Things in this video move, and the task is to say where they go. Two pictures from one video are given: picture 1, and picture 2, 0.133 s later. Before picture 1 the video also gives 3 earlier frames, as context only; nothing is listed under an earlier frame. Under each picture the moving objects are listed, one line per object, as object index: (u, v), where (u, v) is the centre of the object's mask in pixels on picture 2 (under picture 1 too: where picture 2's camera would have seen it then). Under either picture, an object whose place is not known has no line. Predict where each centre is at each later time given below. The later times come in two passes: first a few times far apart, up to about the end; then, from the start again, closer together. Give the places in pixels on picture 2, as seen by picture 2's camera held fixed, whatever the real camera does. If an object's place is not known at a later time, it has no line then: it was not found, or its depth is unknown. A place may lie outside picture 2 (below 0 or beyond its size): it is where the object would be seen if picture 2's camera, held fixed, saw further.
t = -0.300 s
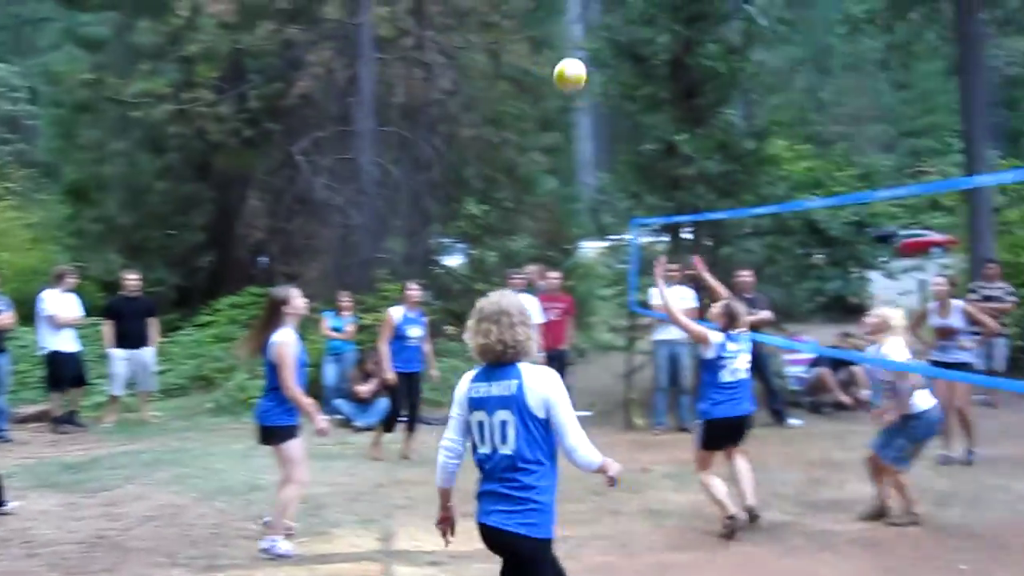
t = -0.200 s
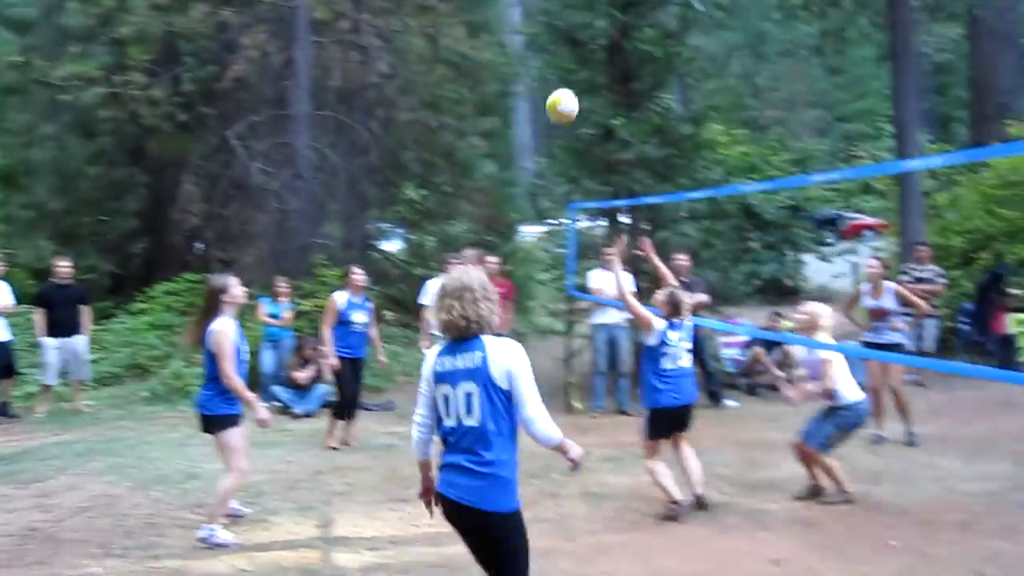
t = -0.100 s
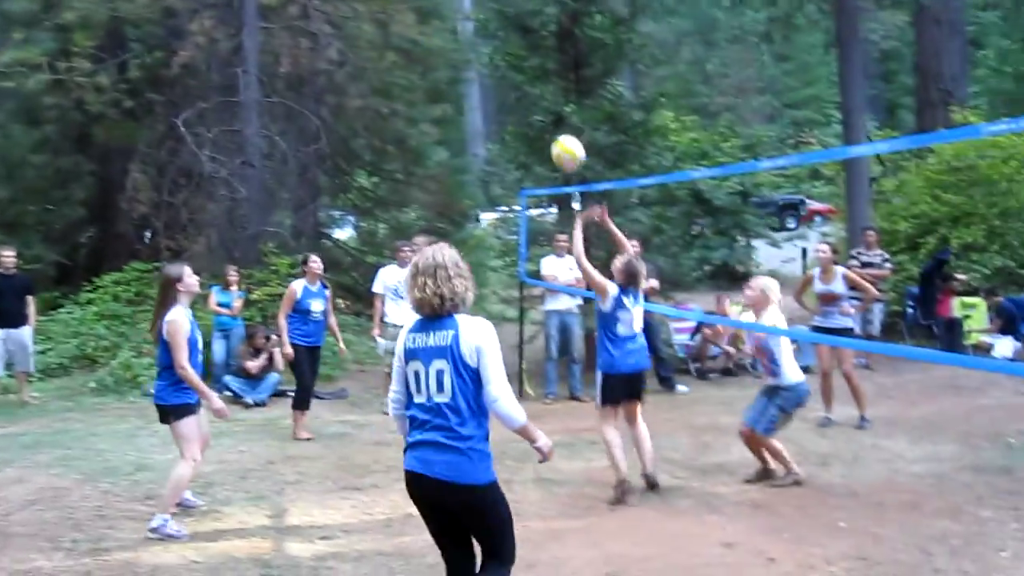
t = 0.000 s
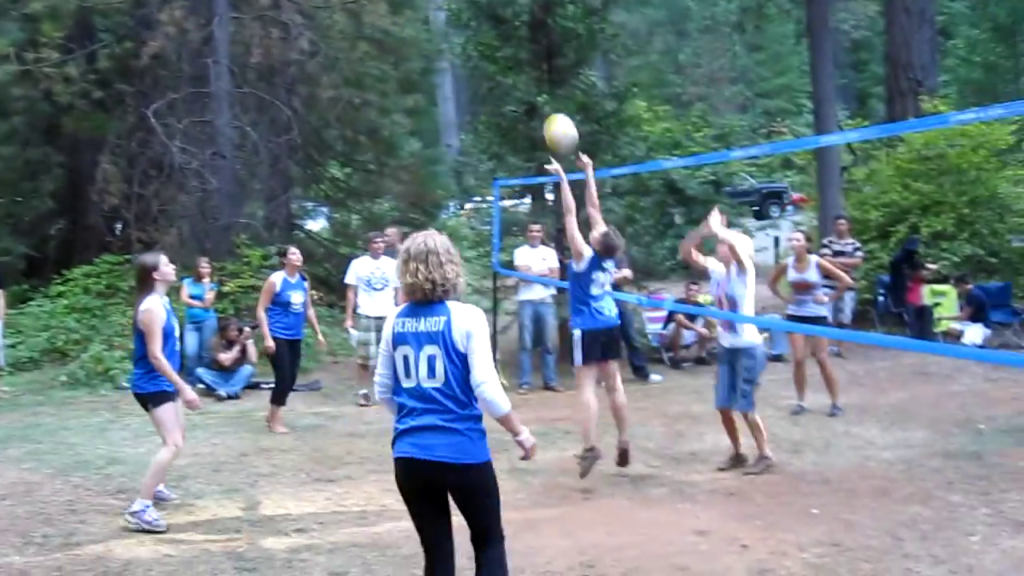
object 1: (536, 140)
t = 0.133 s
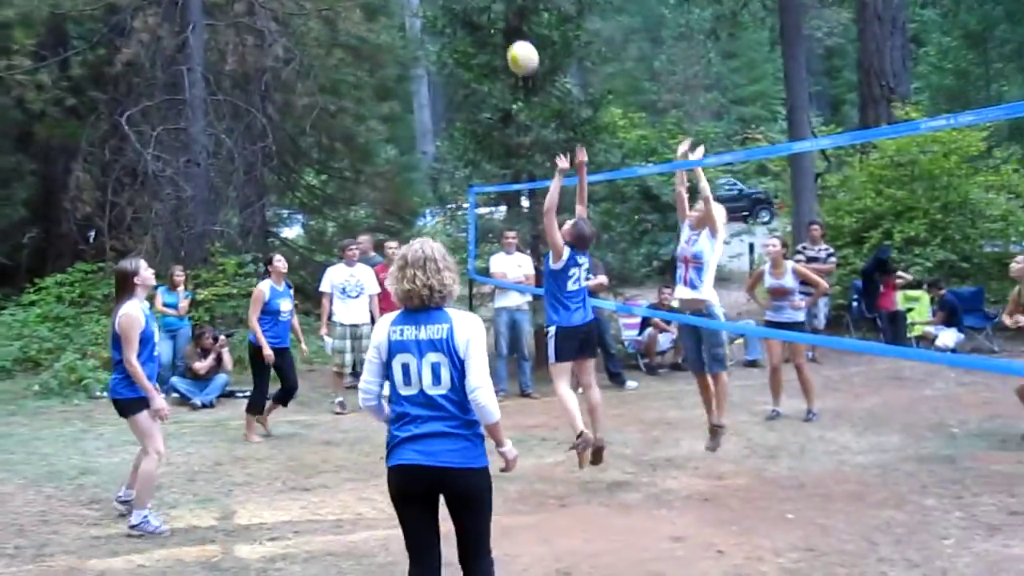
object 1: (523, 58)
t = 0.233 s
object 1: (514, 17)
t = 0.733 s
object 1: (485, 15)
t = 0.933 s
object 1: (480, 91)
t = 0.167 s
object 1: (520, 42)
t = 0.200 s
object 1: (517, 29)
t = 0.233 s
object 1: (514, 17)
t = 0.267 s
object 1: (512, 7)
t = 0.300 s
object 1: (509, 1)
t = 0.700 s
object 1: (486, 7)
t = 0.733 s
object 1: (485, 15)
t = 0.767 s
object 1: (484, 26)
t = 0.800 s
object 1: (483, 37)
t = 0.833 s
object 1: (482, 49)
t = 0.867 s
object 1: (481, 62)
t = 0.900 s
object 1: (480, 75)
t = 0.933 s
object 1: (480, 91)
